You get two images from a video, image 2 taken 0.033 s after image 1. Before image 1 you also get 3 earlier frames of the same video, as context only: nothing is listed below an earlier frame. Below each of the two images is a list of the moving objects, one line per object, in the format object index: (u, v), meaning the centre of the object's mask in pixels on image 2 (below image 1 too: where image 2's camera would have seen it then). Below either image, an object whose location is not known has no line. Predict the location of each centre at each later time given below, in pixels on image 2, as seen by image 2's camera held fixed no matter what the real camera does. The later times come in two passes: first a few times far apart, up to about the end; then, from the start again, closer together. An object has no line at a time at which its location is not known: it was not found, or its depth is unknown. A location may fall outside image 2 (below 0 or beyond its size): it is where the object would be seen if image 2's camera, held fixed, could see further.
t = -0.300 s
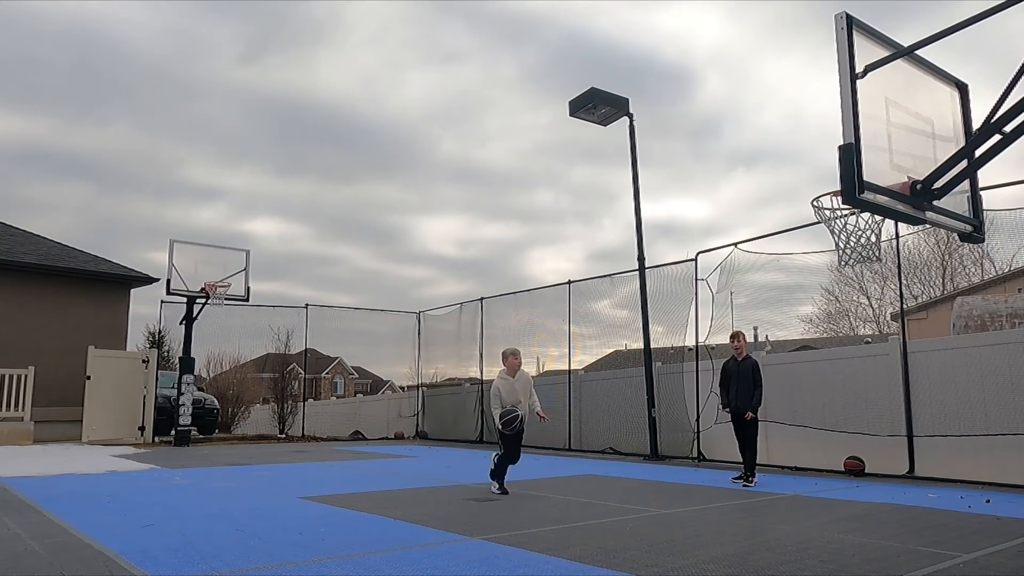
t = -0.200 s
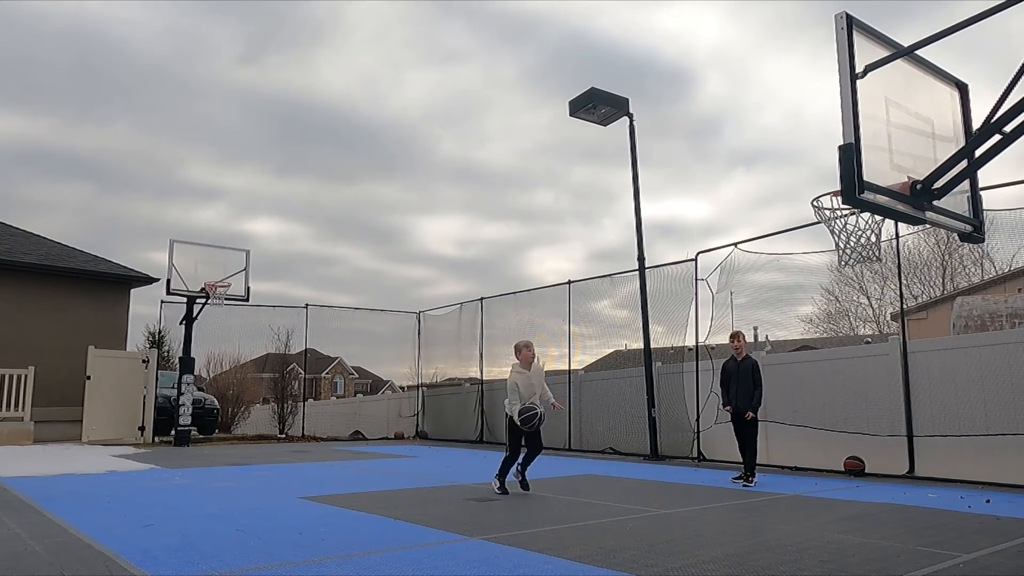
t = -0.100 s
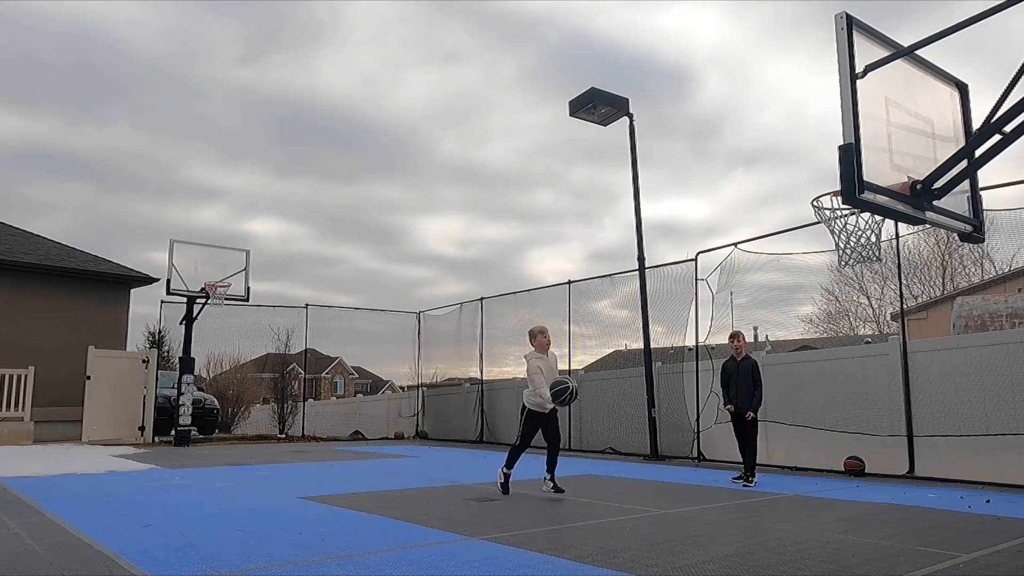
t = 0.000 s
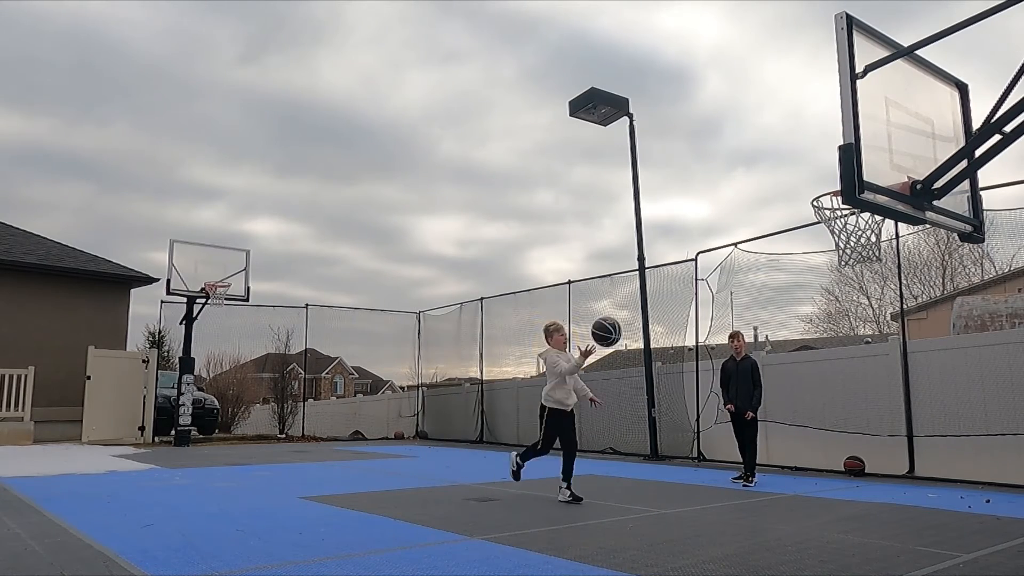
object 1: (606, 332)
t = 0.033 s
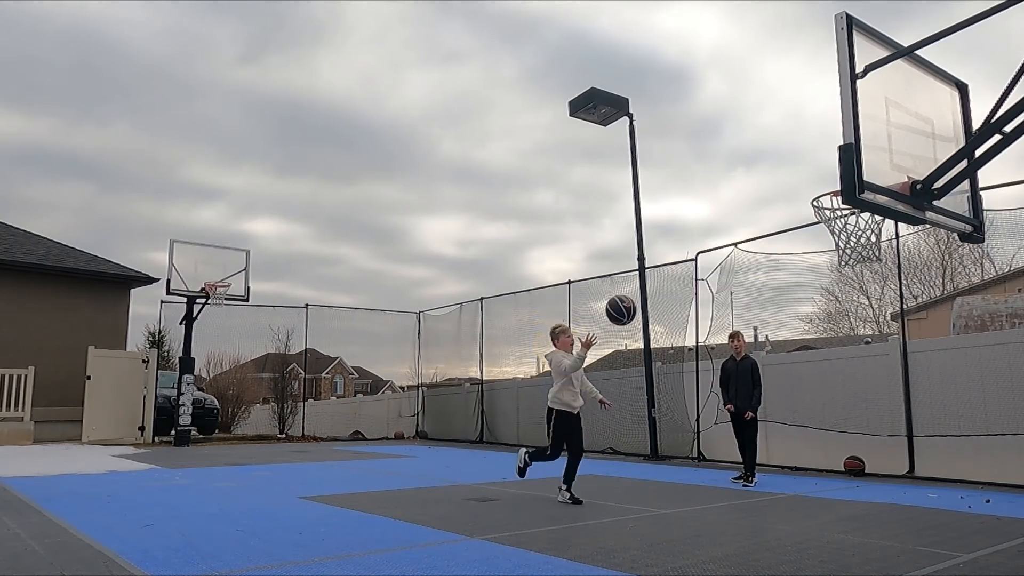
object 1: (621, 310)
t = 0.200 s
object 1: (702, 213)
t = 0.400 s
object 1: (825, 126)
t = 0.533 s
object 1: (828, 116)
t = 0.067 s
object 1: (636, 289)
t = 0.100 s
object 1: (652, 269)
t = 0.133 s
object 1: (668, 249)
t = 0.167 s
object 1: (685, 231)
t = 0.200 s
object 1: (702, 213)
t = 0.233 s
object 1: (721, 196)
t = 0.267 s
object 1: (740, 180)
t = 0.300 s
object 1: (760, 164)
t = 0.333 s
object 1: (781, 150)
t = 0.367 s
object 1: (803, 137)
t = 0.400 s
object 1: (825, 126)
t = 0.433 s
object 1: (866, 112)
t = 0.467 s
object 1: (869, 107)
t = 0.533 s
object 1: (828, 116)
